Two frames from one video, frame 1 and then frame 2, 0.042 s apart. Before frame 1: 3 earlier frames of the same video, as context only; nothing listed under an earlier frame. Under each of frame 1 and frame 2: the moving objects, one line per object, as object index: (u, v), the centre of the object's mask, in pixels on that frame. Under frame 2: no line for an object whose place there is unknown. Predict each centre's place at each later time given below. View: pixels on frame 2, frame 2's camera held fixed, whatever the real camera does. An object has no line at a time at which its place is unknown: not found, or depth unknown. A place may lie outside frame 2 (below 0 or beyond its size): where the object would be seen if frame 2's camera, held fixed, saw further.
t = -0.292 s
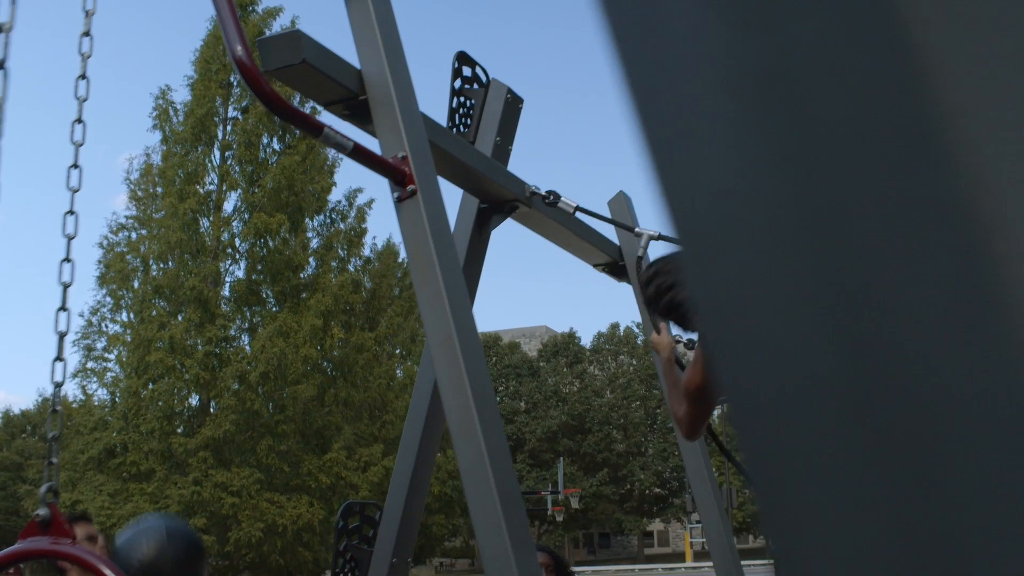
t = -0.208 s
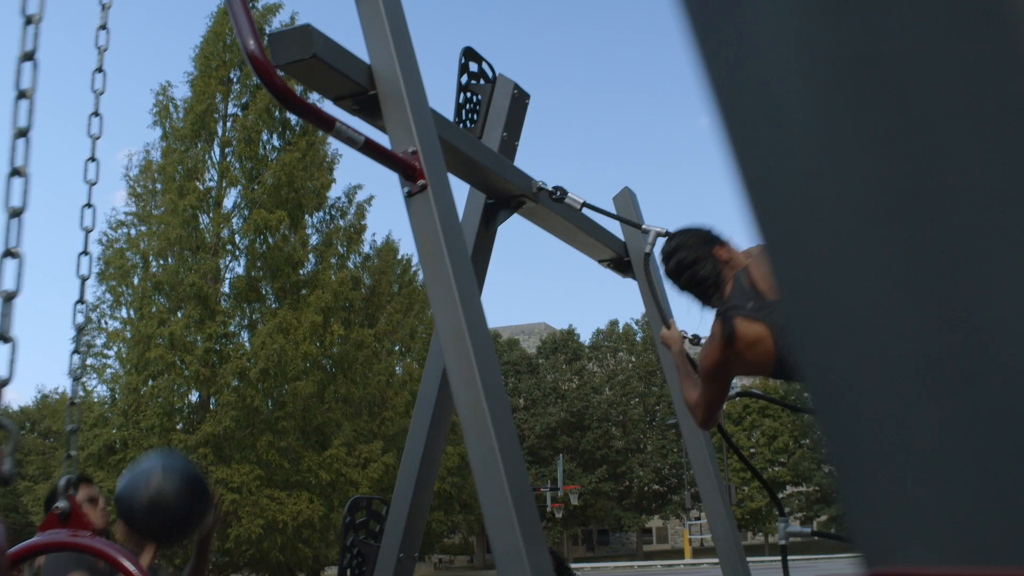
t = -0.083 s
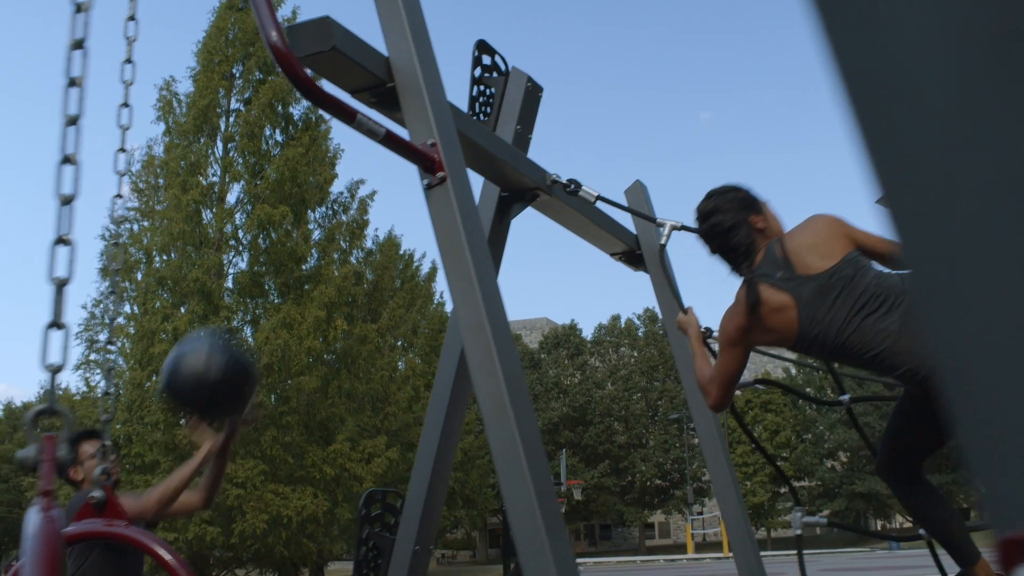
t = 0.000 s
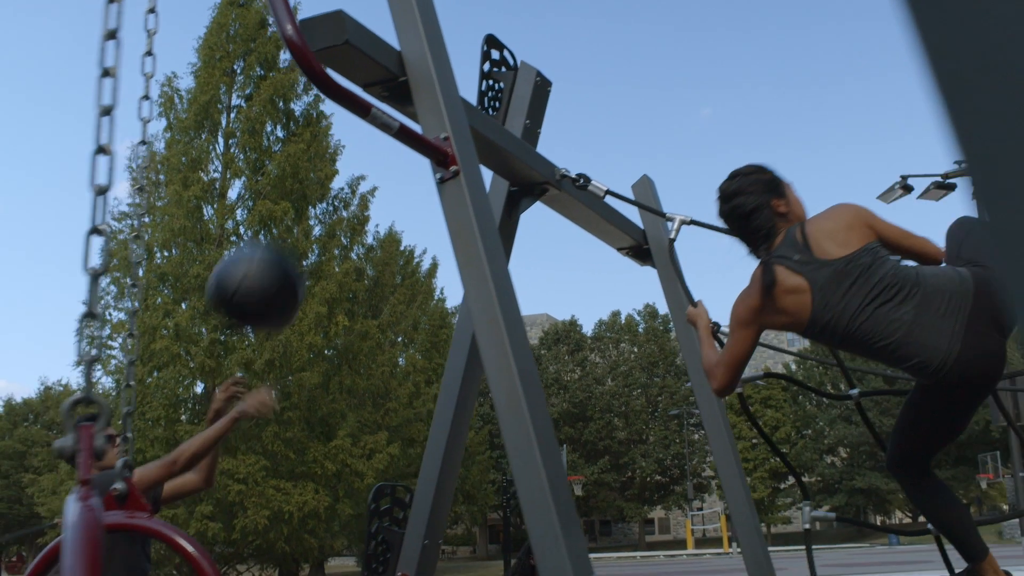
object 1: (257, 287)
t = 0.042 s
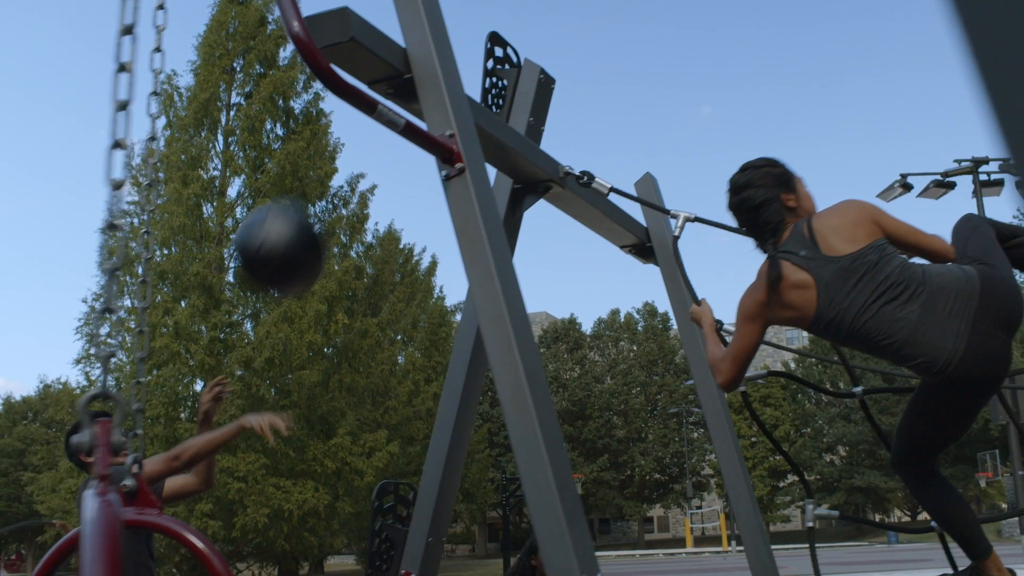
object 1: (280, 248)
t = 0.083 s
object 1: (297, 215)
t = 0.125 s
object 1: (313, 190)
